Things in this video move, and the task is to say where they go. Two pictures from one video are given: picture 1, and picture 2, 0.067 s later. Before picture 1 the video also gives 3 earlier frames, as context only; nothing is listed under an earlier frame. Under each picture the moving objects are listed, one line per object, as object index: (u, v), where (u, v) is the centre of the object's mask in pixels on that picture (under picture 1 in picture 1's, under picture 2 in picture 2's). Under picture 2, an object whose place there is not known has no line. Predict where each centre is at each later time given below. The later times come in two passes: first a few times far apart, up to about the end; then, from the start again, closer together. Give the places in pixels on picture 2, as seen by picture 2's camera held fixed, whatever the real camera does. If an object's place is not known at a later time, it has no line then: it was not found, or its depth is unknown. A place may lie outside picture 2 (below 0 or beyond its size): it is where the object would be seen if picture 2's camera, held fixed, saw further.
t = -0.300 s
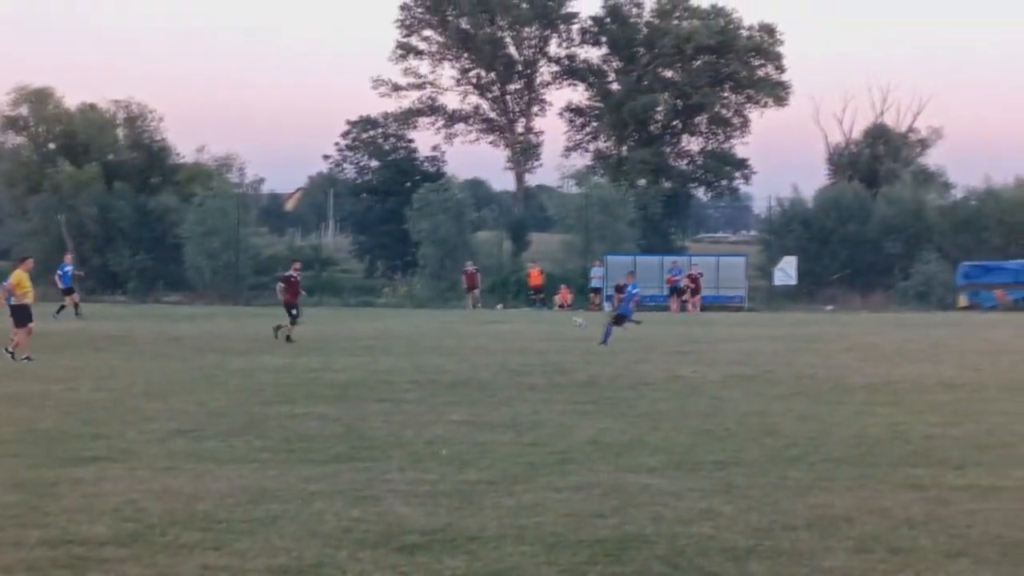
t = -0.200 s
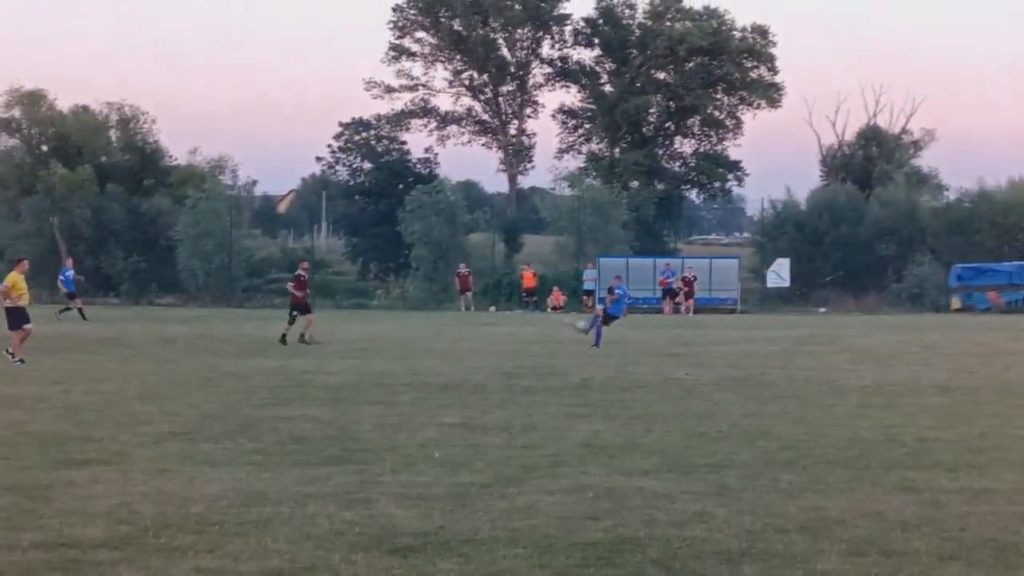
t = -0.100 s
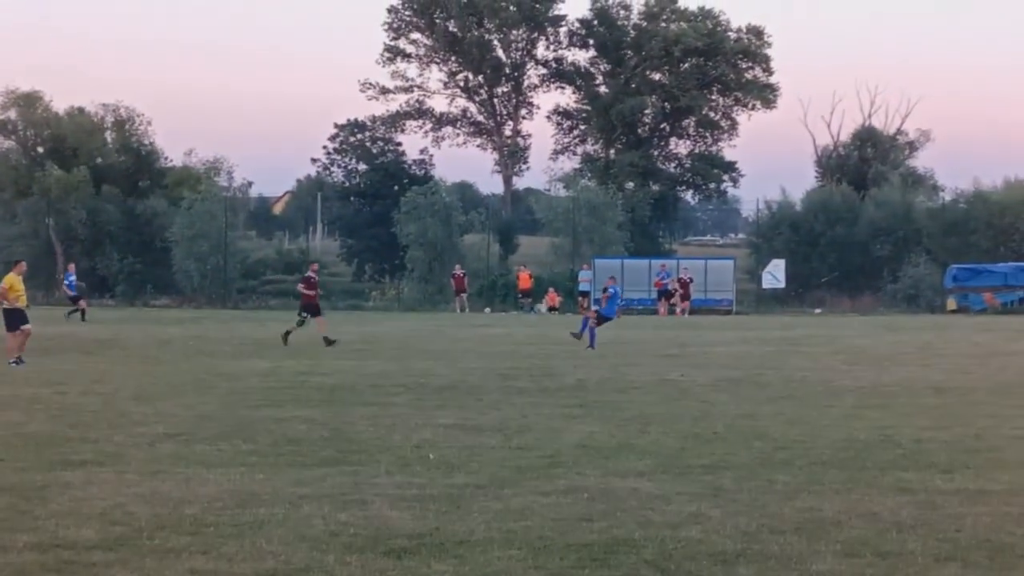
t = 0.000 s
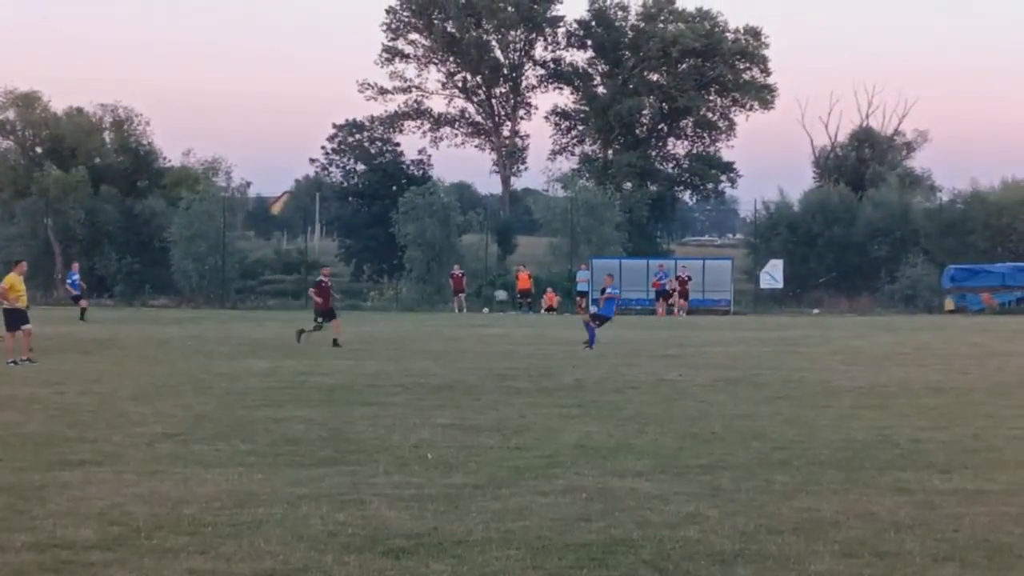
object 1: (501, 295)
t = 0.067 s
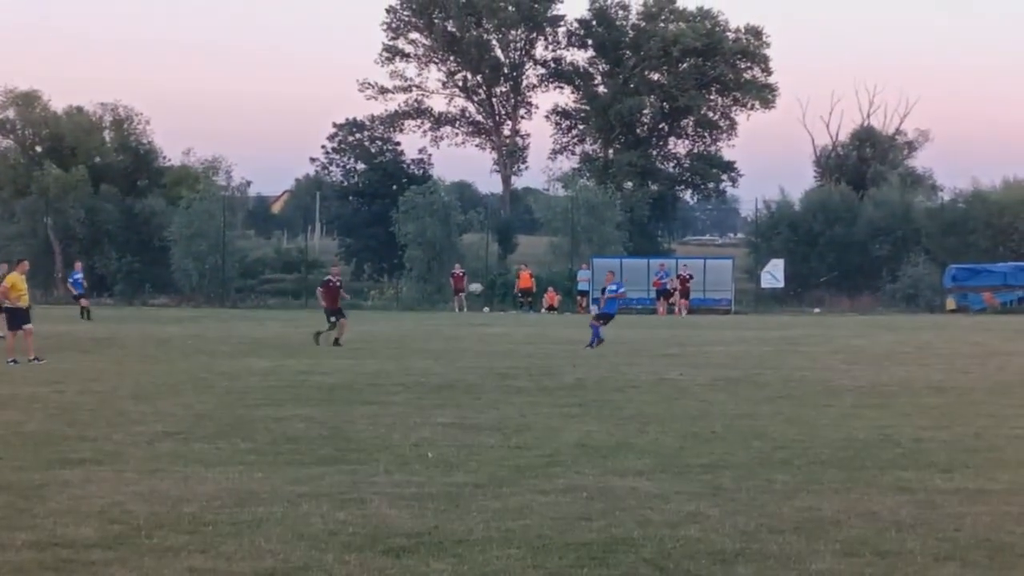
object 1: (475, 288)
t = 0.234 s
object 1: (410, 282)
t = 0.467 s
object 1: (311, 305)
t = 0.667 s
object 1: (217, 357)
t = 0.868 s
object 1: (153, 347)
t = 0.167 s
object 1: (436, 282)
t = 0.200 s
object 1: (423, 282)
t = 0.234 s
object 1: (410, 282)
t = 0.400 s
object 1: (340, 295)
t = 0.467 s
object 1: (311, 305)
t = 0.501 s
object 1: (297, 312)
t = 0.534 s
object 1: (281, 317)
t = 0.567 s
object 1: (265, 327)
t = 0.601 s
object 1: (250, 336)
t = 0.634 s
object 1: (234, 346)
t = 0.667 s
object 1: (217, 357)
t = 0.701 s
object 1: (200, 370)
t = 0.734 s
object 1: (187, 374)
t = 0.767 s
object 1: (179, 367)
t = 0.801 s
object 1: (170, 360)
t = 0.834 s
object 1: (162, 353)
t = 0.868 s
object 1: (153, 347)
